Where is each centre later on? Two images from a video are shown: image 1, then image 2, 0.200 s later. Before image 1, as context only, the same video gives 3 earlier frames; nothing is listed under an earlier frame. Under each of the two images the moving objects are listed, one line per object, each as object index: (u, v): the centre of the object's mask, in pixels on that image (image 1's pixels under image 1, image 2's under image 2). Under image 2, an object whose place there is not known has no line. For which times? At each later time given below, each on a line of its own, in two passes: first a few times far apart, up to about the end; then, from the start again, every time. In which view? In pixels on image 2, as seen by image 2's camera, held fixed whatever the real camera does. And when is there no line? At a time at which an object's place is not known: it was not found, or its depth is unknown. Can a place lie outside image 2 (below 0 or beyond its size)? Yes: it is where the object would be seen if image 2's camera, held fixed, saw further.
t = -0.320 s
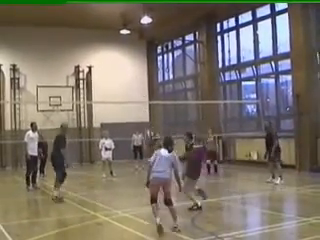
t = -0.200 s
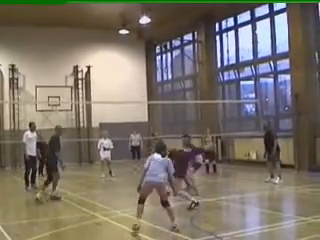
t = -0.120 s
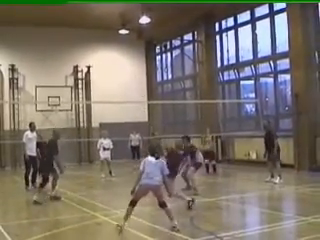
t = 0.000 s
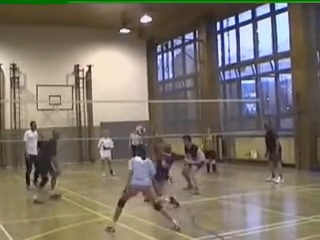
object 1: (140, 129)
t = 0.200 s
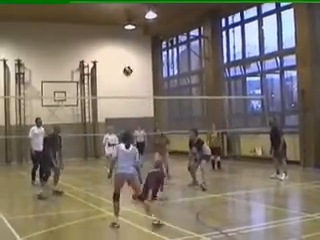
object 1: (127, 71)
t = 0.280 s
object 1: (120, 53)
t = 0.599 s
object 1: (93, 9)
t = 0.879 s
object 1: (70, 9)
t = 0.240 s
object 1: (123, 61)
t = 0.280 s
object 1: (120, 53)
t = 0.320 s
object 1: (116, 45)
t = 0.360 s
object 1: (113, 37)
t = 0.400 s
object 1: (110, 31)
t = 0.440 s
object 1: (107, 25)
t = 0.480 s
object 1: (104, 20)
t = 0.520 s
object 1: (100, 16)
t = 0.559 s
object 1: (97, 12)
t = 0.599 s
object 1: (93, 9)
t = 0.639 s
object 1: (90, 7)
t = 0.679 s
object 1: (87, 5)
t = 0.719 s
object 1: (84, 5)
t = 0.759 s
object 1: (80, 5)
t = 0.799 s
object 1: (77, 5)
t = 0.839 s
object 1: (73, 6)
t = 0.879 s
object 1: (70, 9)
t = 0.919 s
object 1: (66, 12)
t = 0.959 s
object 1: (63, 17)
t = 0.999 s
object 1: (63, 20)
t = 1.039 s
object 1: (57, 26)
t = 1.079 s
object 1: (55, 32)
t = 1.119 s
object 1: (54, 39)
